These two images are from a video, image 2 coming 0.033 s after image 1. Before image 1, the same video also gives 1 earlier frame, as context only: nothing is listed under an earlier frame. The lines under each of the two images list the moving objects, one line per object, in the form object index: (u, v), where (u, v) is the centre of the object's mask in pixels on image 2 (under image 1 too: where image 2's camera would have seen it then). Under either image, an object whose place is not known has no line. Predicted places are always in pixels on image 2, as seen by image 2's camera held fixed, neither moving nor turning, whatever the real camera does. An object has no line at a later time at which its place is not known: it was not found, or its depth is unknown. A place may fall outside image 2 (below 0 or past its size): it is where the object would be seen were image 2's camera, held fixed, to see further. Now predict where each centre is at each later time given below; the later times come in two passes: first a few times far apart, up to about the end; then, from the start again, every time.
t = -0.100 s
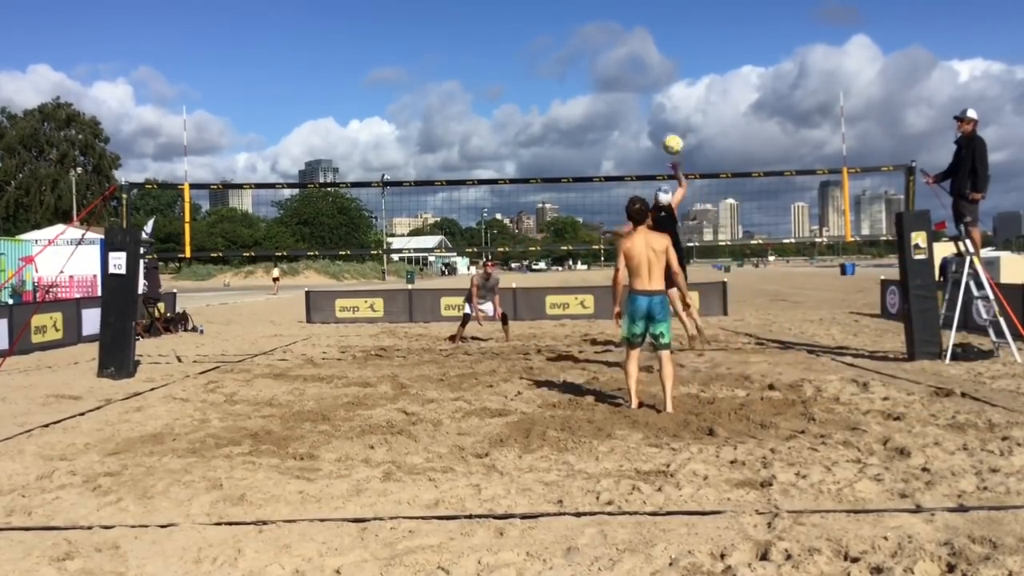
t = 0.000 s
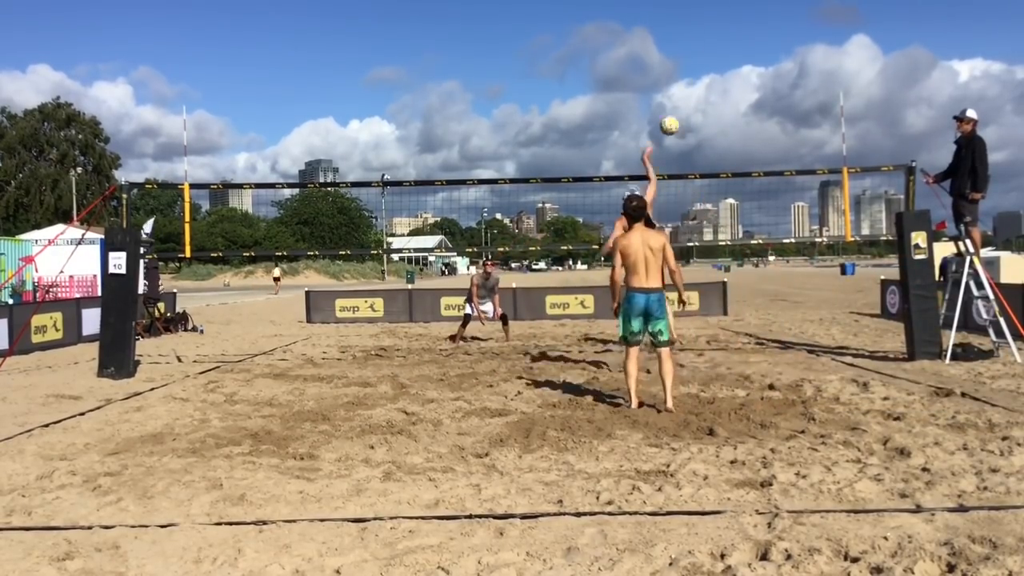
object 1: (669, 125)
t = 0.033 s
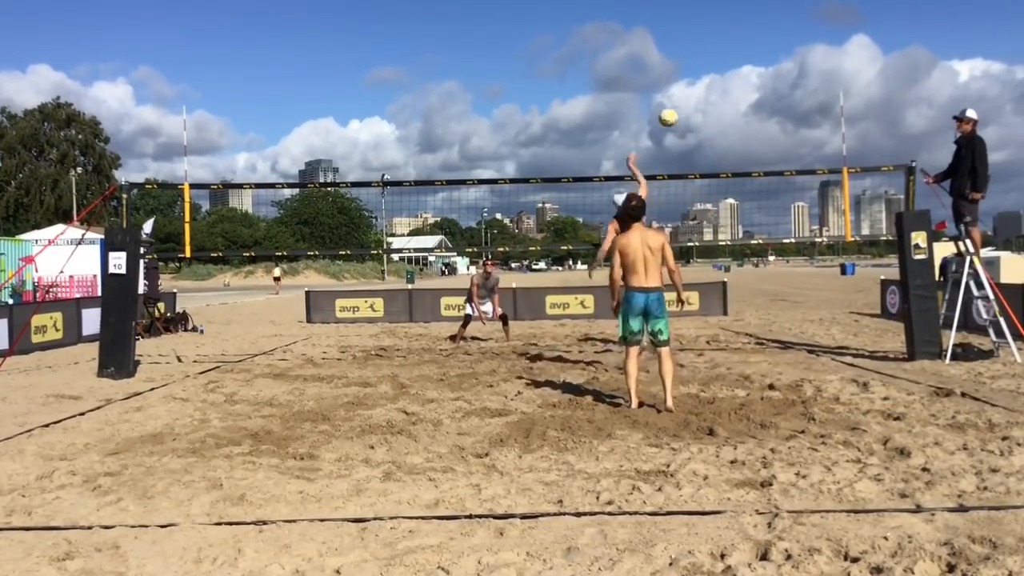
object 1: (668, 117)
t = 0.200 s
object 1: (661, 92)
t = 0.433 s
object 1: (655, 99)
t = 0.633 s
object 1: (649, 132)
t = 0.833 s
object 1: (645, 184)
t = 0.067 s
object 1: (666, 110)
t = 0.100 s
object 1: (663, 102)
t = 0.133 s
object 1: (664, 99)
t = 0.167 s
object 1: (662, 95)
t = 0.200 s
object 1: (661, 92)
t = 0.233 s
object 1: (661, 91)
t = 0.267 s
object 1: (660, 90)
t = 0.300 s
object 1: (659, 91)
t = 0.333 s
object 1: (657, 92)
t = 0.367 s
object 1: (657, 93)
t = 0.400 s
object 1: (656, 96)
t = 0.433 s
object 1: (655, 99)
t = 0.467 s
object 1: (654, 103)
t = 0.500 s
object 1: (653, 108)
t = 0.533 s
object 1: (652, 113)
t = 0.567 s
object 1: (651, 118)
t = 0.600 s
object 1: (650, 125)
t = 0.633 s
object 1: (649, 132)
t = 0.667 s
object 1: (648, 139)
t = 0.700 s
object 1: (648, 147)
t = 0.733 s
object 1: (647, 155)
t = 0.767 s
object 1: (646, 164)
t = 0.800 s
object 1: (646, 171)
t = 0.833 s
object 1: (645, 184)
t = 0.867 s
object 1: (644, 192)
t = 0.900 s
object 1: (643, 202)
